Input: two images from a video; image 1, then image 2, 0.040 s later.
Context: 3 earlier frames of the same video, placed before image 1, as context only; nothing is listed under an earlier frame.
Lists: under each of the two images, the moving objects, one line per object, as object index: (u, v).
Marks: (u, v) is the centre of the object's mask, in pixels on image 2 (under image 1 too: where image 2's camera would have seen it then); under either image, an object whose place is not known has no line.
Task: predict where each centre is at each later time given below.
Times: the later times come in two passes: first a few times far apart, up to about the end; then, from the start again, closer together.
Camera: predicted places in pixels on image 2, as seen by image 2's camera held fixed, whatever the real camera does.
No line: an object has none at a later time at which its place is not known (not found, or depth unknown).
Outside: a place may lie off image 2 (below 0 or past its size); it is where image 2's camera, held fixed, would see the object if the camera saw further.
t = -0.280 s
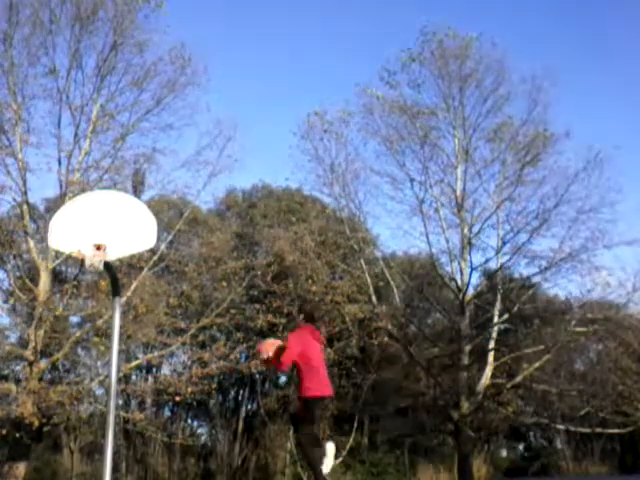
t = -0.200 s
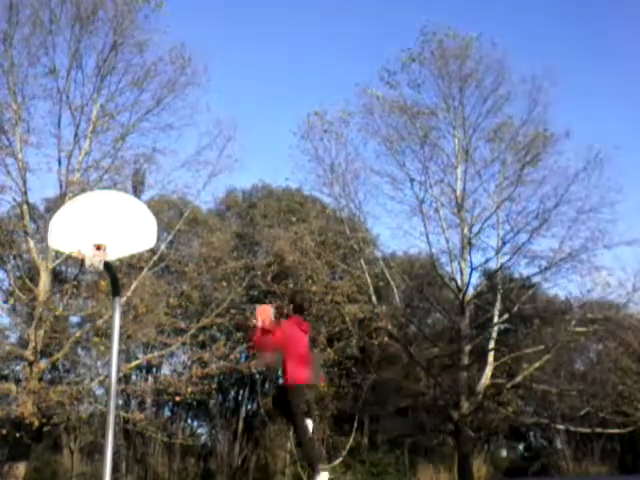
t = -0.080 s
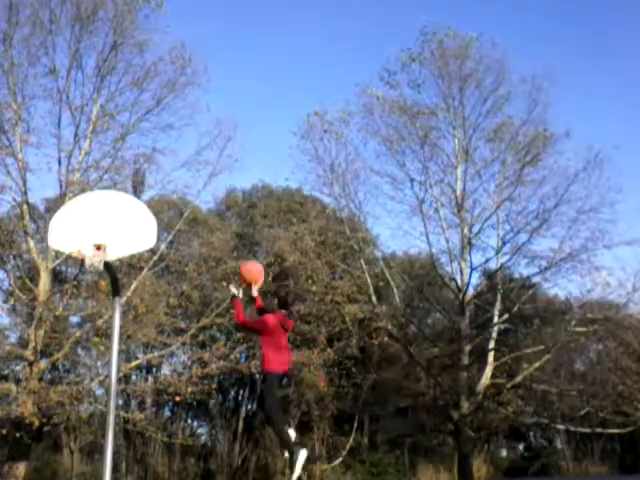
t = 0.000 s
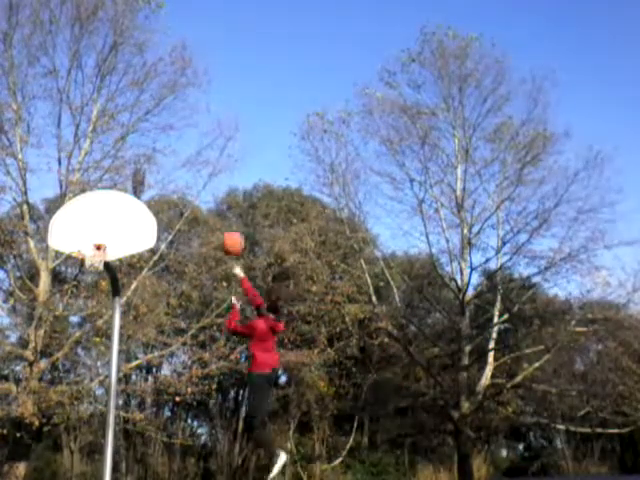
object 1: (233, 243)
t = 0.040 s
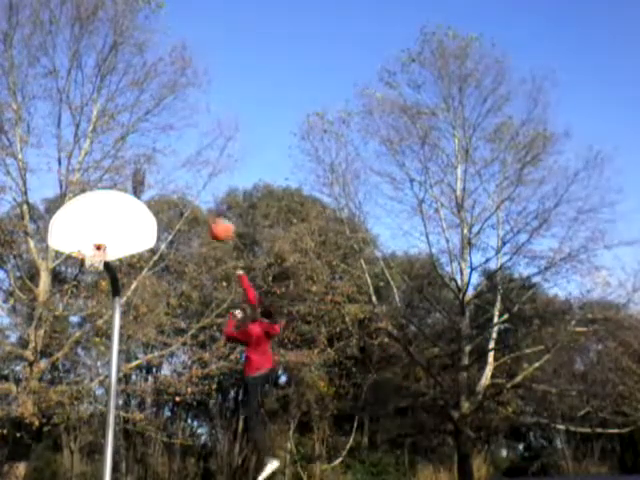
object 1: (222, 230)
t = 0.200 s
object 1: (183, 199)
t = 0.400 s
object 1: (144, 190)
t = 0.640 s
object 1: (102, 221)
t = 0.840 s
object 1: (104, 208)
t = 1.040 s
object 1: (109, 221)
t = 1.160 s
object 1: (111, 250)
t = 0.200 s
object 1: (183, 199)
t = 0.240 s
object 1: (176, 194)
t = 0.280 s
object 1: (168, 192)
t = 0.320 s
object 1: (159, 190)
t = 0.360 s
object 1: (153, 189)
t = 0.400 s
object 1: (144, 190)
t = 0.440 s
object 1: (136, 193)
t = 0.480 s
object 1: (128, 198)
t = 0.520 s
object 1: (121, 201)
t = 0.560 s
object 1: (114, 207)
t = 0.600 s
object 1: (108, 213)
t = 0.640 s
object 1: (102, 221)
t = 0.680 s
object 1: (100, 220)
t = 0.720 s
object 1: (102, 216)
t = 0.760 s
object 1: (103, 212)
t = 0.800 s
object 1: (103, 209)
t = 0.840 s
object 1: (104, 208)
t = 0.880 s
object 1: (105, 208)
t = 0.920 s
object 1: (106, 209)
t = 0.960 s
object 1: (108, 211)
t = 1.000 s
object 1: (108, 216)
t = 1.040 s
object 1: (109, 221)
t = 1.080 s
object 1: (110, 229)
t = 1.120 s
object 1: (110, 238)
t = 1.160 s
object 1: (111, 250)
